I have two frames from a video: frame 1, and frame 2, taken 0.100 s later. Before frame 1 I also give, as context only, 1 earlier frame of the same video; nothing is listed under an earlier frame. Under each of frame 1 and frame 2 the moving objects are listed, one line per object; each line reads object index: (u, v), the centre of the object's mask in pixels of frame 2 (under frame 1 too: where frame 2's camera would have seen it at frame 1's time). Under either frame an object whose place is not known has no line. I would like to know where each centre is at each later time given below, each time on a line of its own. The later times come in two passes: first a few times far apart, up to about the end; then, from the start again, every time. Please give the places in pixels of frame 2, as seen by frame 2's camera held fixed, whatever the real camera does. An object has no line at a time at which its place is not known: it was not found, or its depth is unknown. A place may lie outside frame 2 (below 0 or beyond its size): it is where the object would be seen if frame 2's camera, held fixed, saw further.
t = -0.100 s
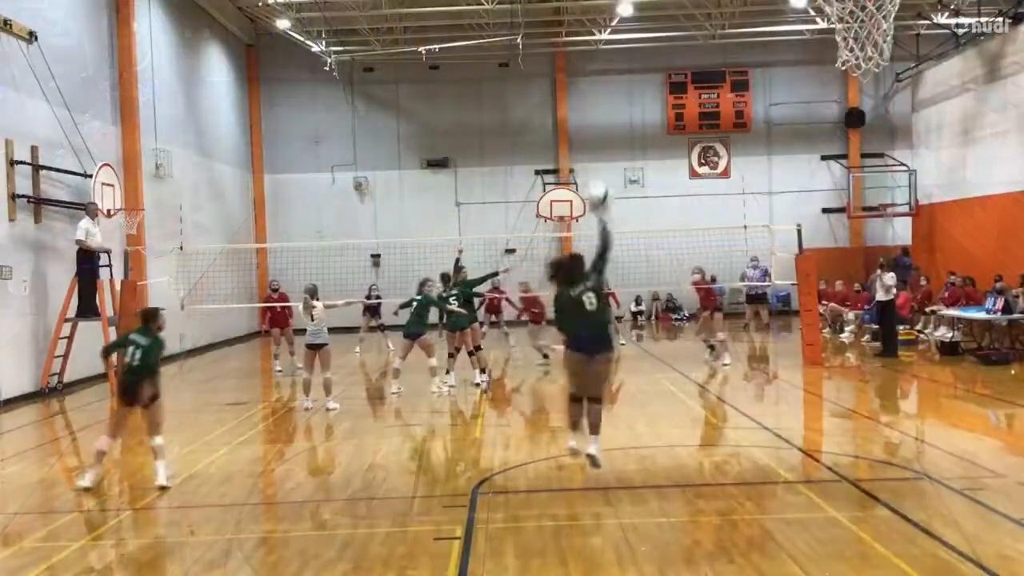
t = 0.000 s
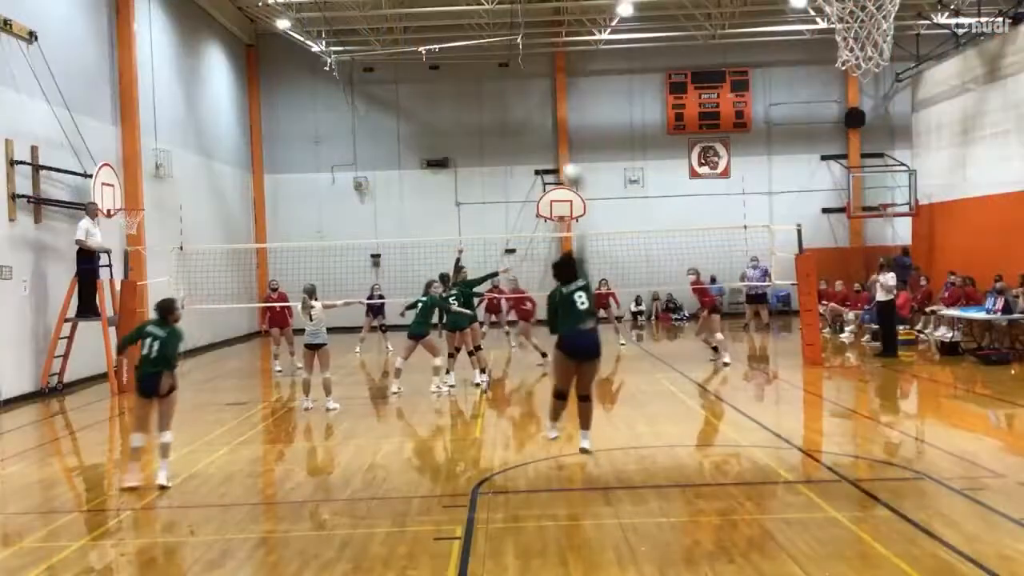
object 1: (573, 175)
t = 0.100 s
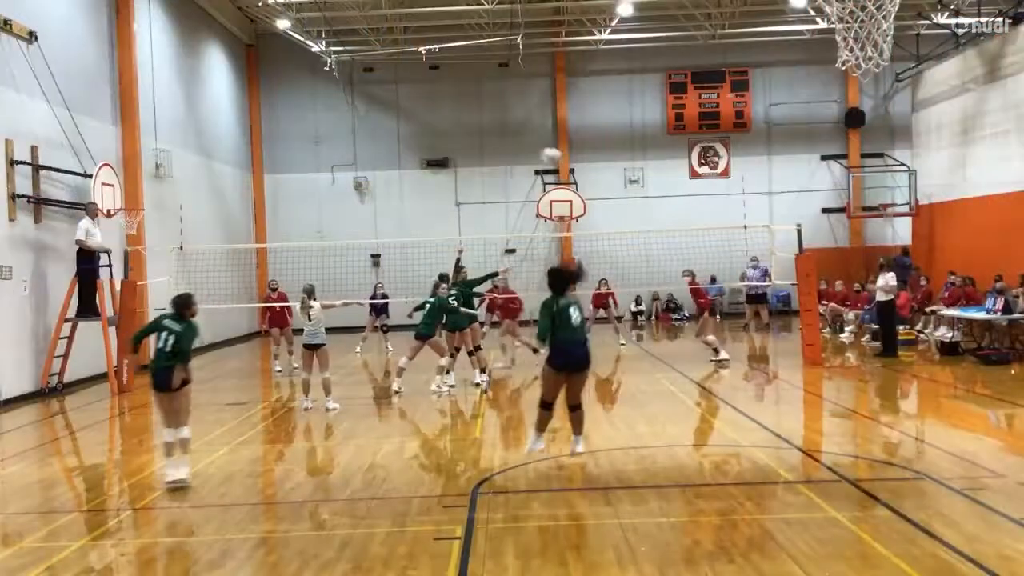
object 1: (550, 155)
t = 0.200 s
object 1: (534, 150)
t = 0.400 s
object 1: (506, 164)
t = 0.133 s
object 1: (545, 153)
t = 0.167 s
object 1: (540, 151)
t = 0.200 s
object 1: (534, 150)
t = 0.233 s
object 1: (529, 150)
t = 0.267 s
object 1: (523, 152)
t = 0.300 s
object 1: (518, 153)
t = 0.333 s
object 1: (515, 155)
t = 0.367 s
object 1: (510, 158)
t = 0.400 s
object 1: (506, 164)
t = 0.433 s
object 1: (503, 168)
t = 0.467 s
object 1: (499, 173)
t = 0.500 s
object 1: (497, 178)
